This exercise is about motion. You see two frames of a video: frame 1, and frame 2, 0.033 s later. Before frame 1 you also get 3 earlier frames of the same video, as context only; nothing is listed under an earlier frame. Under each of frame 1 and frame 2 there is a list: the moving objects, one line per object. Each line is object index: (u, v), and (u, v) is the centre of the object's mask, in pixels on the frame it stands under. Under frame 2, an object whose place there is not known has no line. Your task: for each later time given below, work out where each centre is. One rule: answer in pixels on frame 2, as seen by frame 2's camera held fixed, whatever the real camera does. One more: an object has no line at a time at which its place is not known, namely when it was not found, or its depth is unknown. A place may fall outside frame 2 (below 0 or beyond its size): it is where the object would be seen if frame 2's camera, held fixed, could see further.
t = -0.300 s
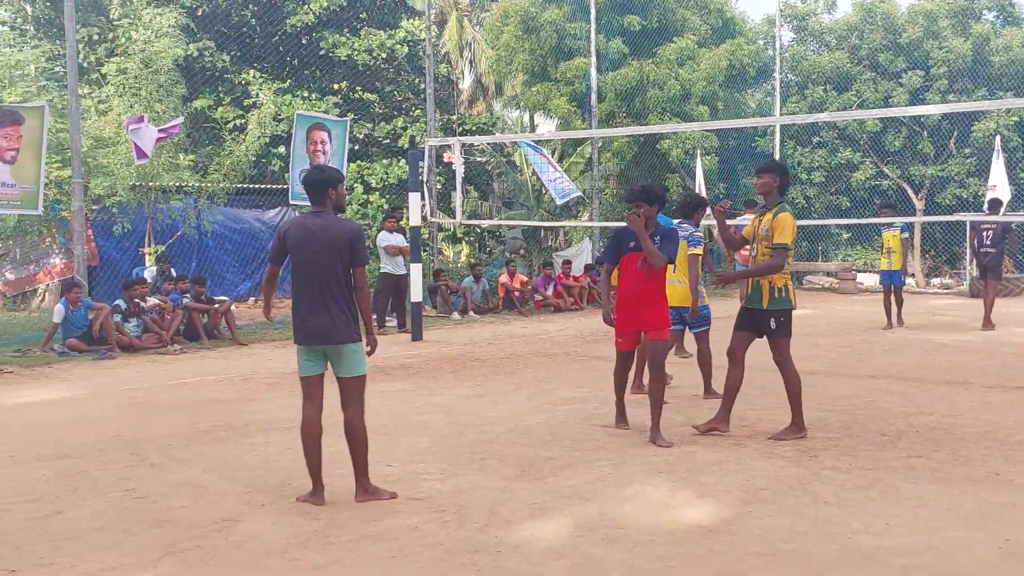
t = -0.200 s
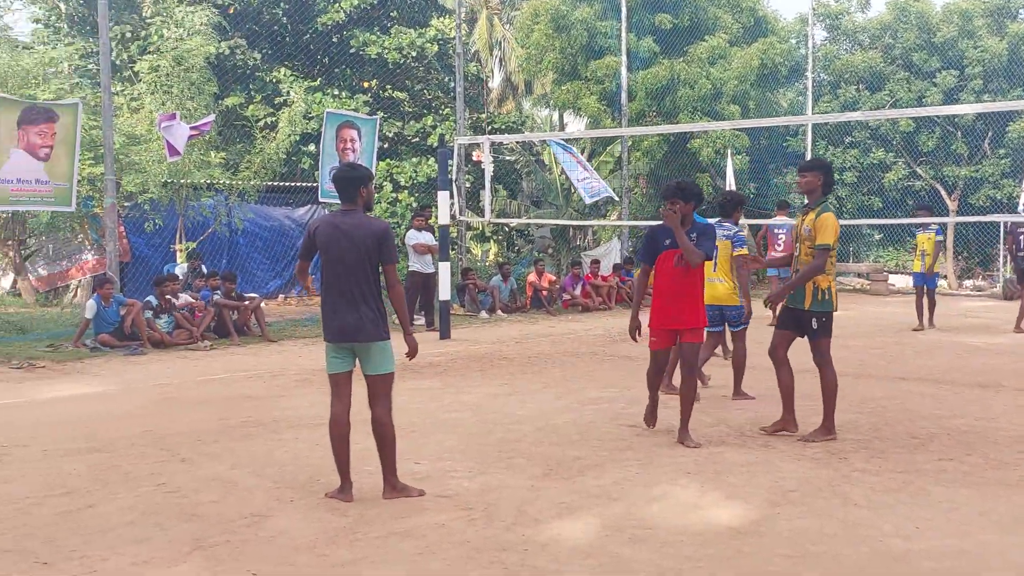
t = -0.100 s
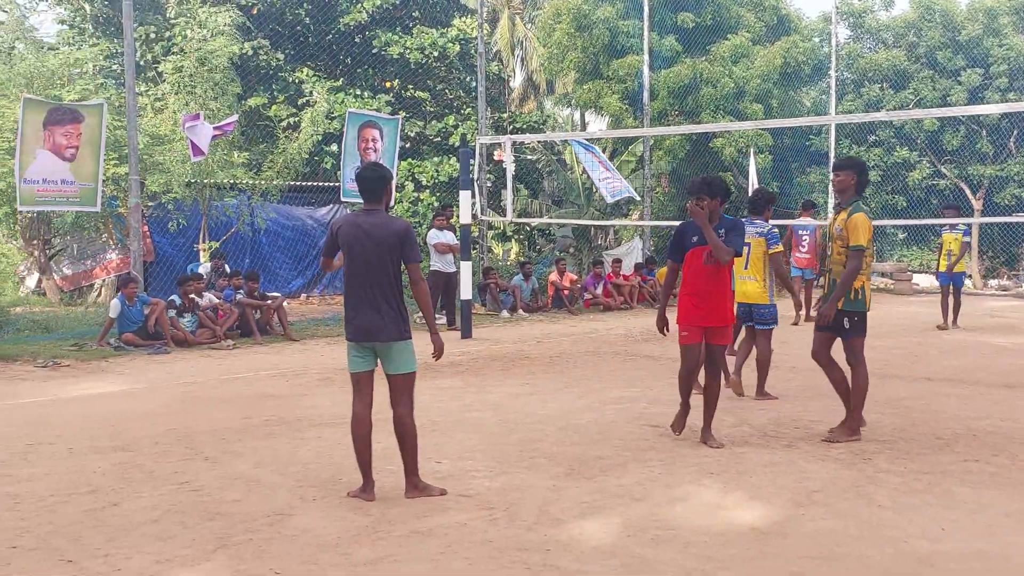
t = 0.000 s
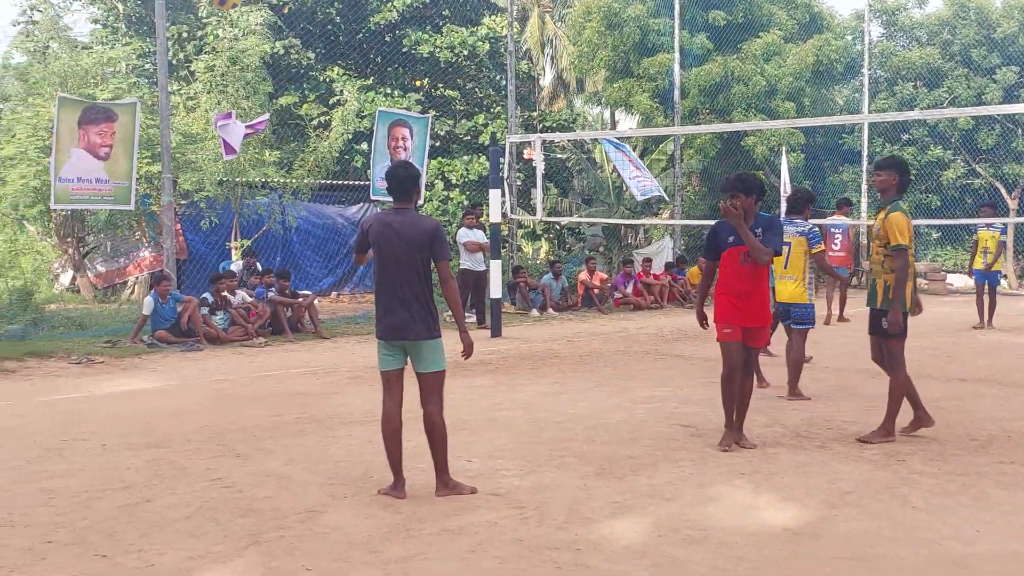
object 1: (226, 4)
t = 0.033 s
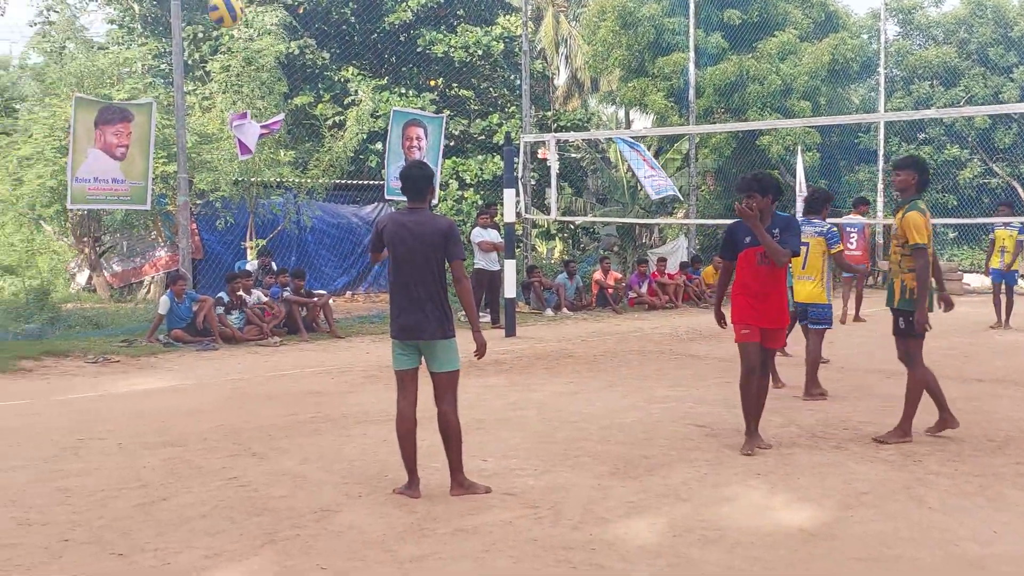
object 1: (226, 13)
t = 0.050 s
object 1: (219, 19)
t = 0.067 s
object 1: (214, 30)
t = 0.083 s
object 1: (208, 39)
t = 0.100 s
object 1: (202, 50)
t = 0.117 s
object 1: (196, 60)
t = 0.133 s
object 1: (190, 72)
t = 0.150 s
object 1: (183, 85)
